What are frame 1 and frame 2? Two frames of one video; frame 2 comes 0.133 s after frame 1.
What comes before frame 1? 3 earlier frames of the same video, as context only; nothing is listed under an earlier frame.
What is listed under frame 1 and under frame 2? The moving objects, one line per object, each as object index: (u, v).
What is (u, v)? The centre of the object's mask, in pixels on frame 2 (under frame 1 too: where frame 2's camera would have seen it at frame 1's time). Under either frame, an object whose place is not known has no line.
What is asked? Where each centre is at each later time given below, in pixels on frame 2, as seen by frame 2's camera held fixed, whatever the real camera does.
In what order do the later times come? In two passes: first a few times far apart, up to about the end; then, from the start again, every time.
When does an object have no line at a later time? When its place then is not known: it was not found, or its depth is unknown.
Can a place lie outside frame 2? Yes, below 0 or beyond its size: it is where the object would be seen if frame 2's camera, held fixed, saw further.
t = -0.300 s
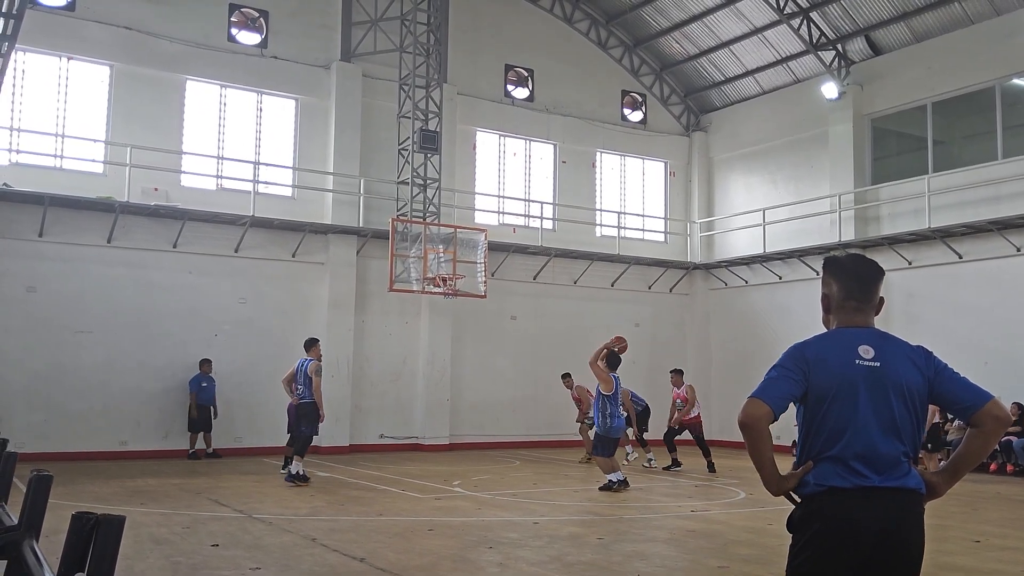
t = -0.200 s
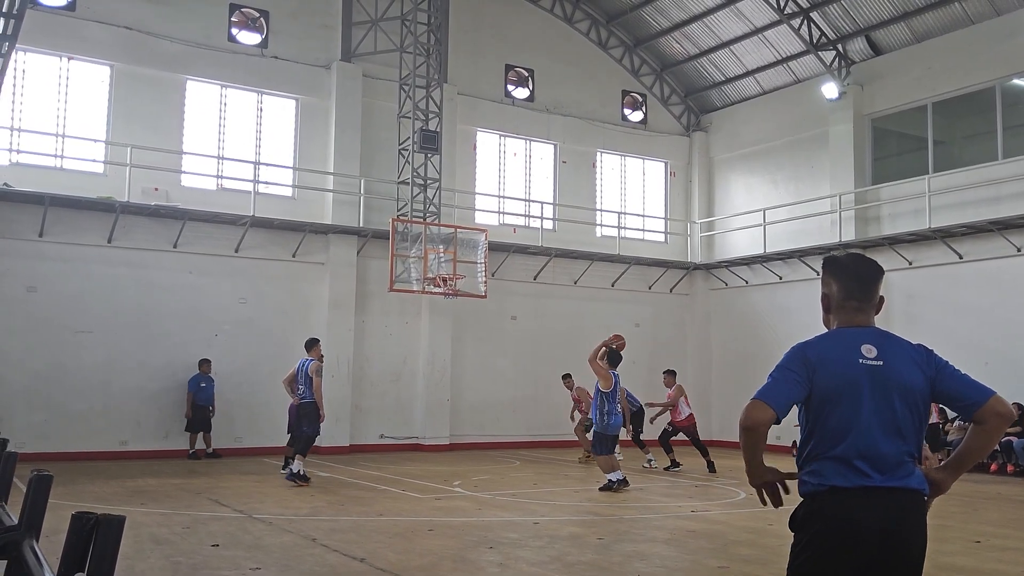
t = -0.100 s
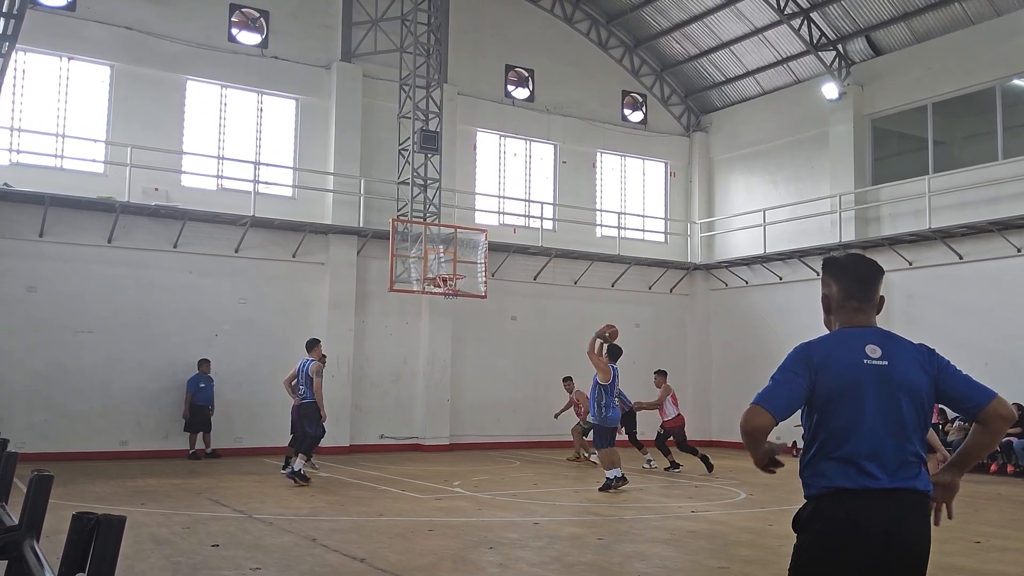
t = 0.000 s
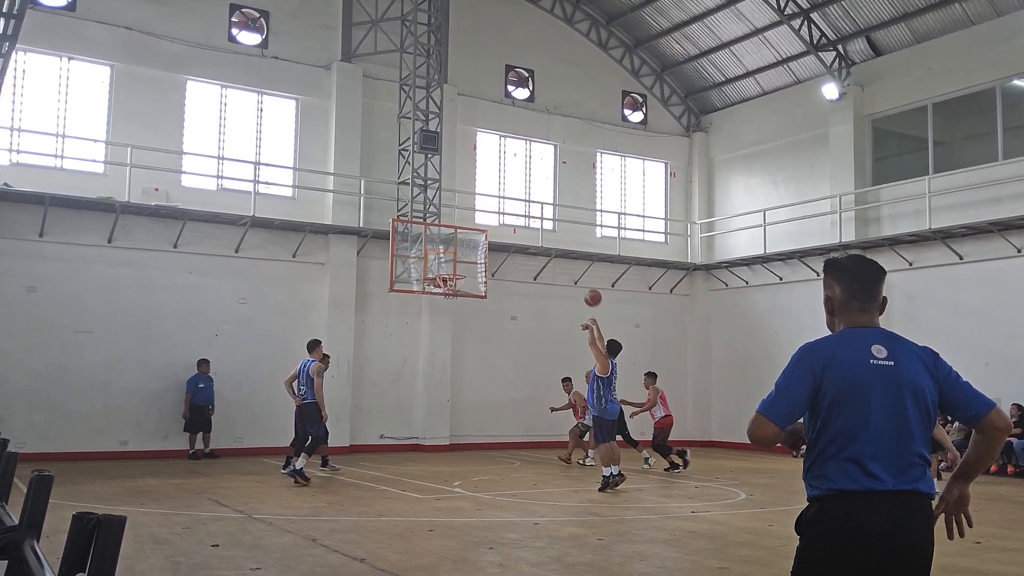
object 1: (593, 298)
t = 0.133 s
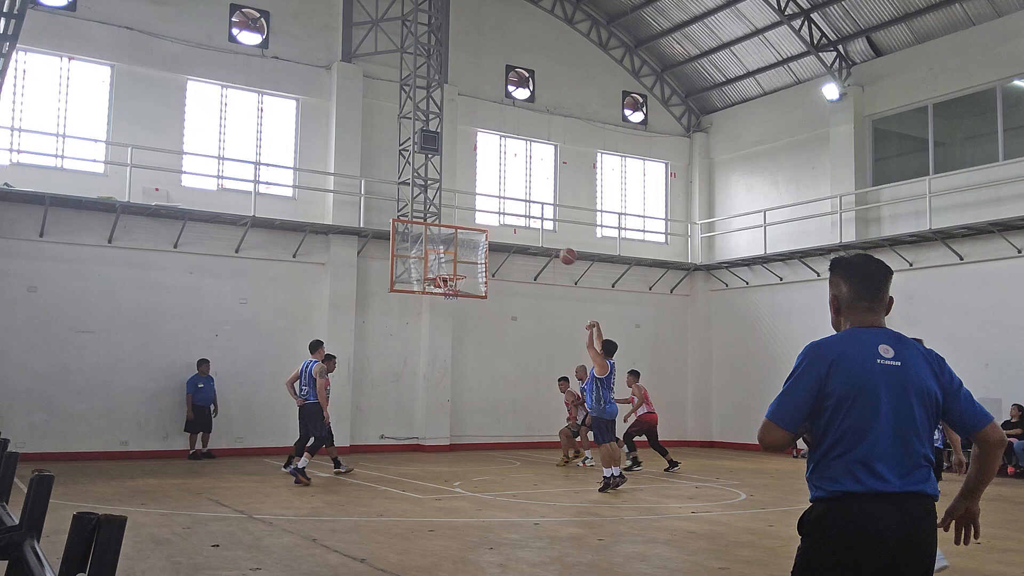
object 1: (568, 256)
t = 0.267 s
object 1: (545, 230)
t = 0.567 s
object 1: (501, 217)
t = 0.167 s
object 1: (562, 248)
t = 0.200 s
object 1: (556, 241)
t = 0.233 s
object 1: (551, 235)
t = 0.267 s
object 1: (545, 230)
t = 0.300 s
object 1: (540, 225)
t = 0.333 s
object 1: (535, 222)
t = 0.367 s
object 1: (530, 219)
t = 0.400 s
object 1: (525, 217)
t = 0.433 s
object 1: (520, 215)
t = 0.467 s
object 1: (515, 215)
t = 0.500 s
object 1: (510, 215)
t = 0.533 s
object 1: (505, 215)
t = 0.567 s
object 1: (501, 217)
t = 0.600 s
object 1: (496, 219)
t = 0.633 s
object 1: (492, 222)
